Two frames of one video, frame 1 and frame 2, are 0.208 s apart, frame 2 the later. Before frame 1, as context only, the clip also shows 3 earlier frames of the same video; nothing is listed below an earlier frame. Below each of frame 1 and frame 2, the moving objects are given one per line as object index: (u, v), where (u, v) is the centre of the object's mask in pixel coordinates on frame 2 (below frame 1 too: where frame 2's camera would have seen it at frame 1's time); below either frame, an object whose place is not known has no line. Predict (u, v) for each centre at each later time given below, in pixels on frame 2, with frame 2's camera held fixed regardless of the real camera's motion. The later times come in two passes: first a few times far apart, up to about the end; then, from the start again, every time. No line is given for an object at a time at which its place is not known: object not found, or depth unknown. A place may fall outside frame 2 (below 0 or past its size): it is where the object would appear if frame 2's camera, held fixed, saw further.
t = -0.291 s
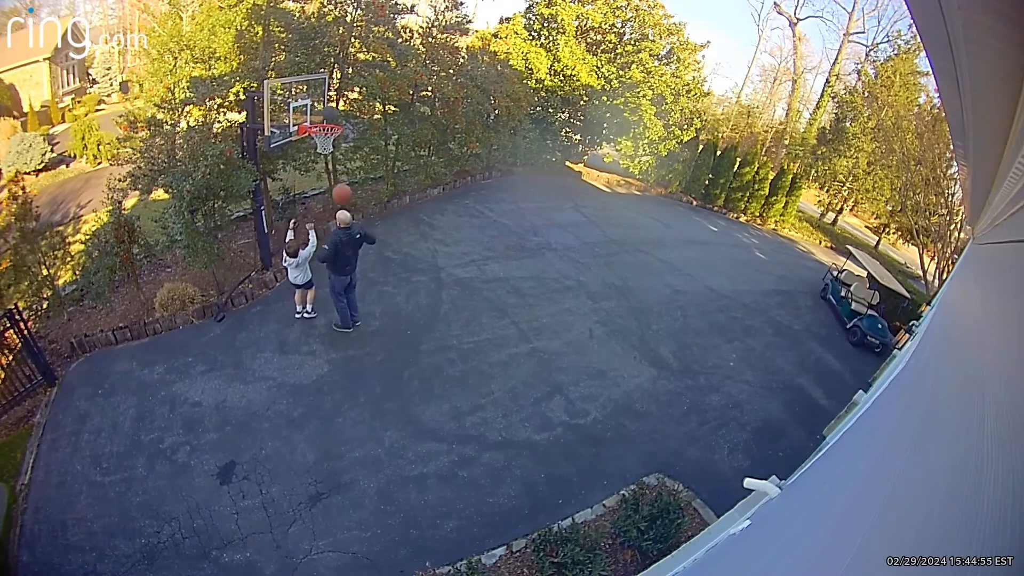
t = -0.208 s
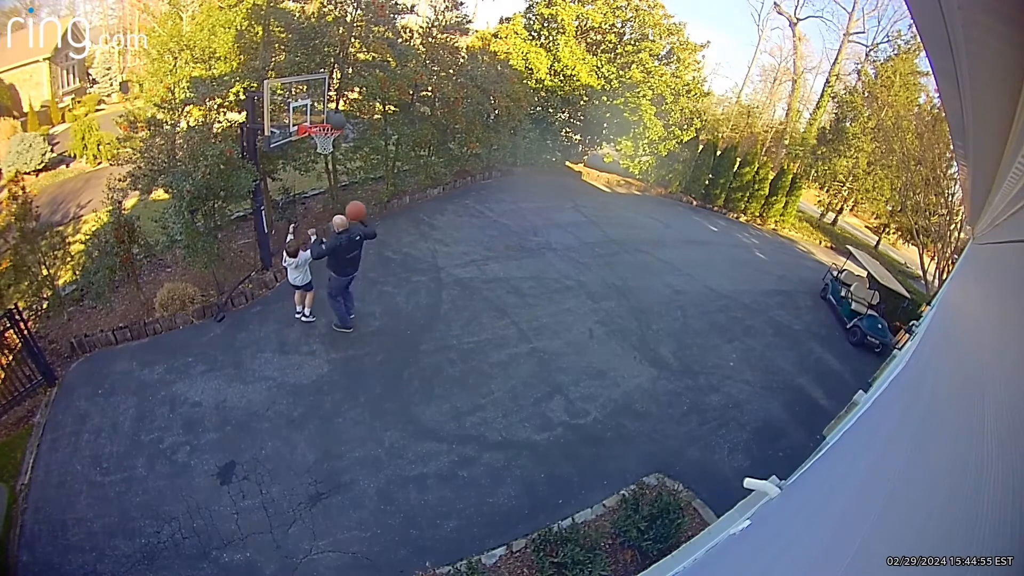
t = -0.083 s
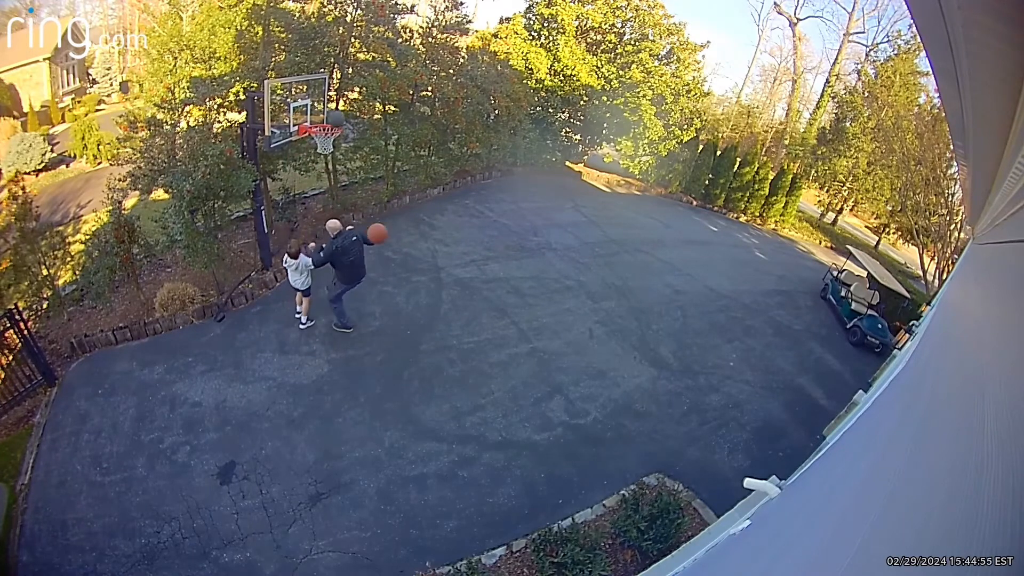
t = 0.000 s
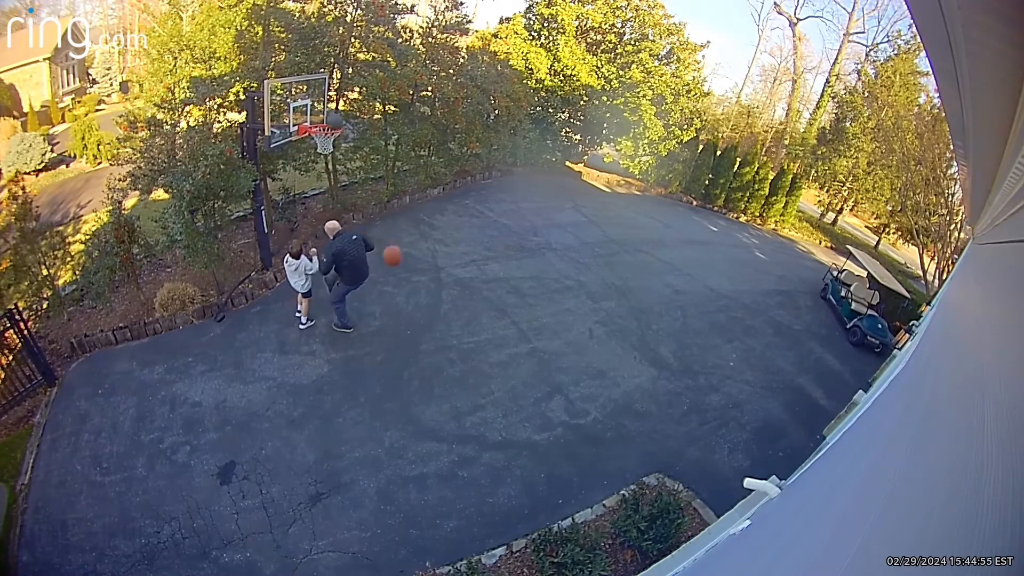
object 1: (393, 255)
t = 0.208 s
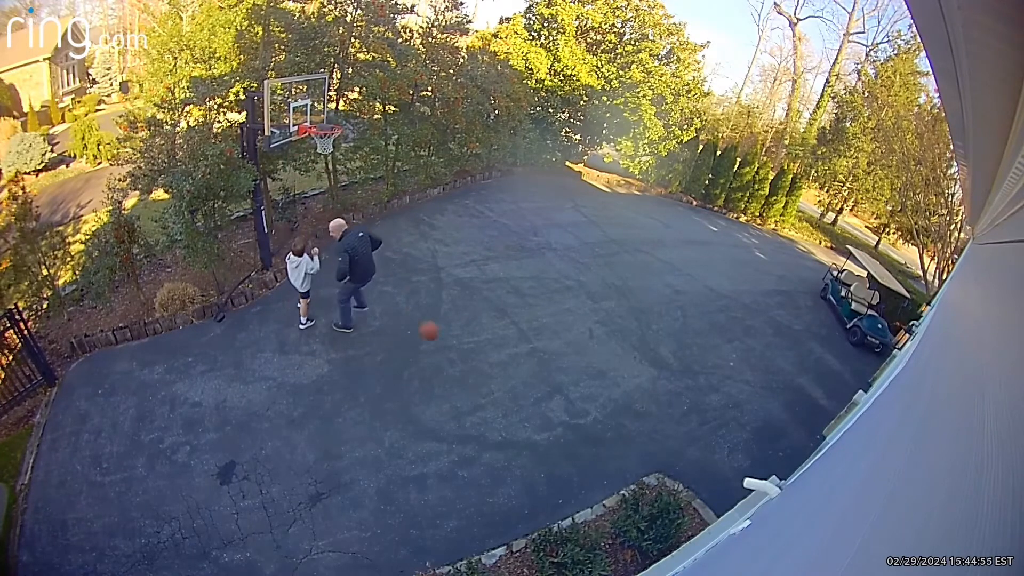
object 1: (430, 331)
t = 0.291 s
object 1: (443, 365)
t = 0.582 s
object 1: (505, 360)
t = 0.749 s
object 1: (545, 366)
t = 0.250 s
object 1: (436, 348)
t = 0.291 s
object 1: (443, 365)
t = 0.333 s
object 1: (449, 380)
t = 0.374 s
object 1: (457, 374)
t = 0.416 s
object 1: (467, 369)
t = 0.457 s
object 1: (476, 366)
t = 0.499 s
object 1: (486, 363)
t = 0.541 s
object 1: (496, 360)
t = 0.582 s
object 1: (505, 360)
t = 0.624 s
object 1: (516, 360)
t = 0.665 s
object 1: (528, 360)
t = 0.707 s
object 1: (536, 362)
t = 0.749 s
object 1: (545, 366)
